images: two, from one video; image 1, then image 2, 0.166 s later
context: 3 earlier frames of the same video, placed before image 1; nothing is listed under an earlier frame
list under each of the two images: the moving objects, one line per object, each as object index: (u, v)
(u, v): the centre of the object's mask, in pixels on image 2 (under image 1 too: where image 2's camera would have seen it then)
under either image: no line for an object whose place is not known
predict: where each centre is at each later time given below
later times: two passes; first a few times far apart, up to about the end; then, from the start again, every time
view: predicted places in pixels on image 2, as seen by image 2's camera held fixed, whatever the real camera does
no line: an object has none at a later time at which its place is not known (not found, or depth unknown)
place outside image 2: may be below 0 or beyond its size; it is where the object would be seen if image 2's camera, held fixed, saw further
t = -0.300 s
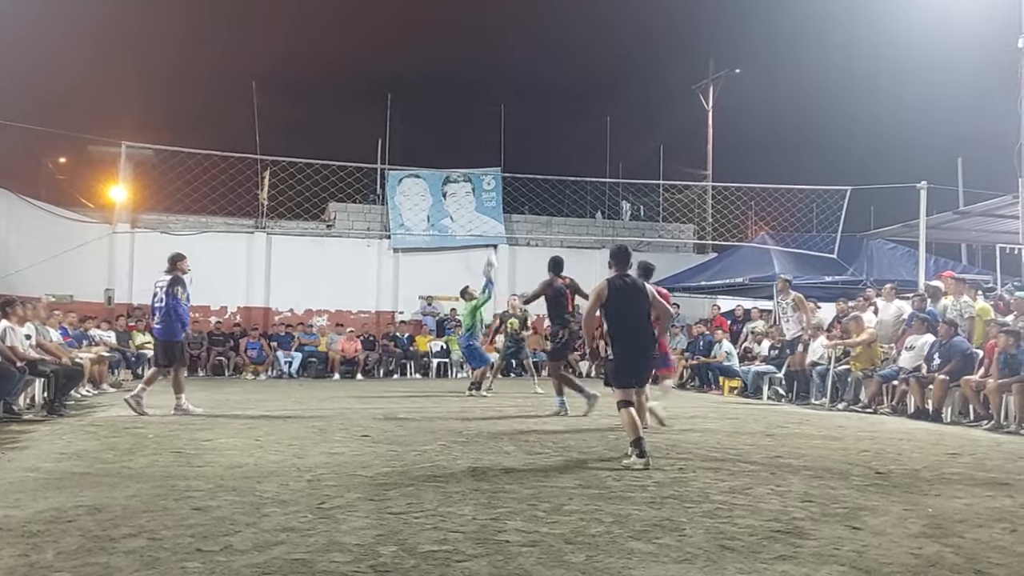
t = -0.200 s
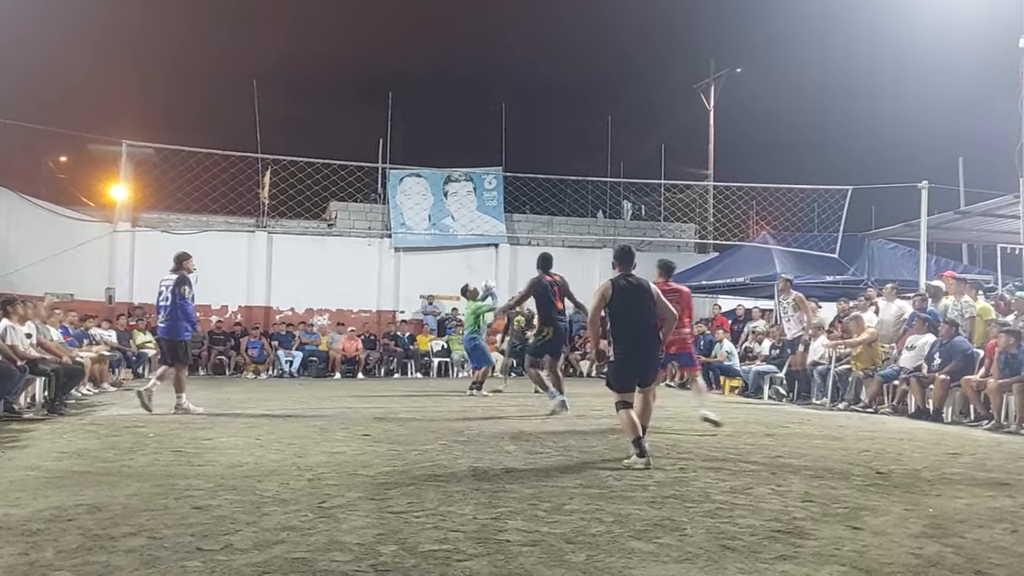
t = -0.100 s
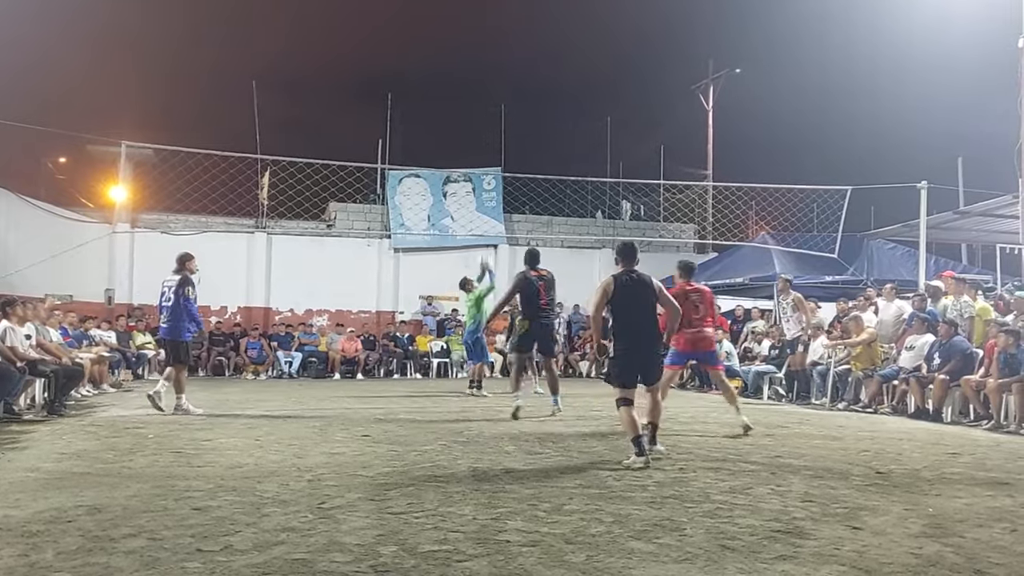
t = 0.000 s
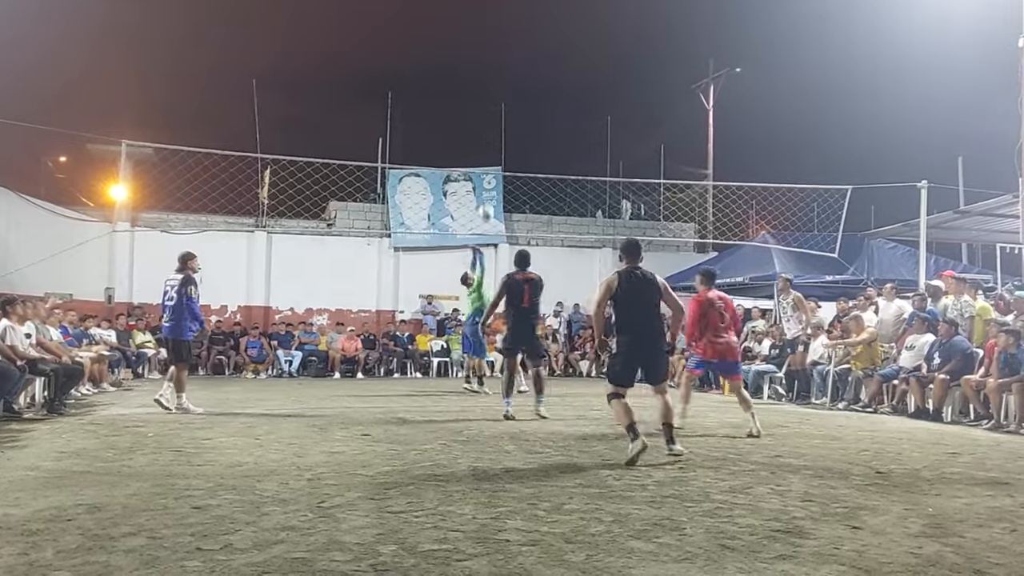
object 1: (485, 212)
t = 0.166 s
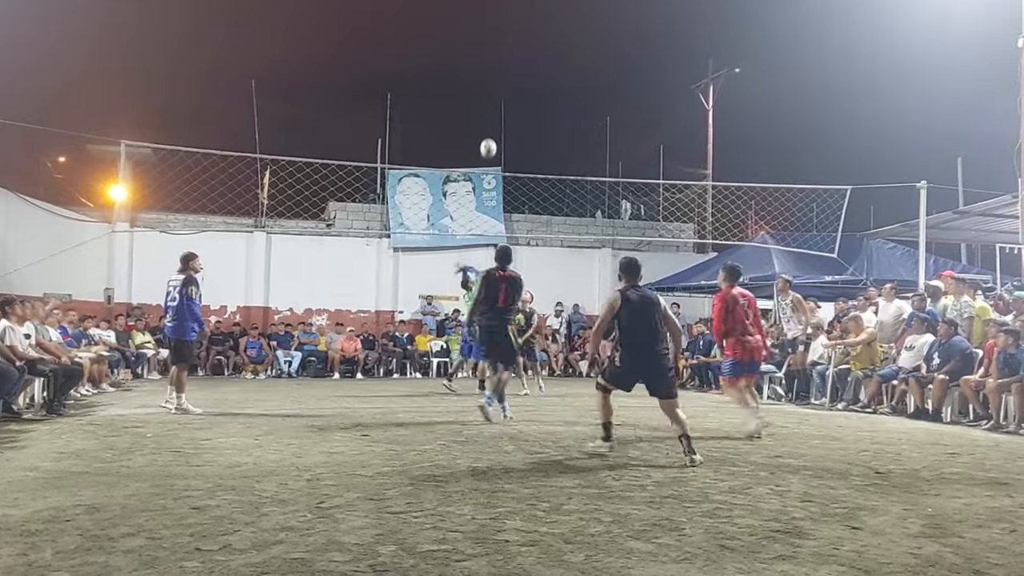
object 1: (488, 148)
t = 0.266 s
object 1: (489, 119)
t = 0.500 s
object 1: (492, 78)
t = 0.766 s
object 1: (495, 77)
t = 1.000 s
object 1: (496, 116)
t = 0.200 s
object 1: (488, 138)
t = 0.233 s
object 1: (489, 128)
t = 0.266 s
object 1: (489, 119)
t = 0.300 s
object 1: (490, 111)
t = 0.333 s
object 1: (490, 103)
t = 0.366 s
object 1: (490, 97)
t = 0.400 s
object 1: (491, 91)
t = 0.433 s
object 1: (491, 86)
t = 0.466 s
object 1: (492, 81)
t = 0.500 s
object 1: (492, 78)
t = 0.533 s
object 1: (492, 75)
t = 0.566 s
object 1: (493, 73)
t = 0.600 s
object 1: (493, 72)
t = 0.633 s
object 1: (493, 71)
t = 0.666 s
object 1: (494, 71)
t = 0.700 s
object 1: (494, 72)
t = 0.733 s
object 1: (494, 74)
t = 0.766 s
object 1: (495, 77)
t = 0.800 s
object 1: (495, 80)
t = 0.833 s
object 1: (495, 84)
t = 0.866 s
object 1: (495, 89)
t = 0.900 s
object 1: (496, 94)
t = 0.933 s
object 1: (496, 101)
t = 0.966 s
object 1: (496, 108)
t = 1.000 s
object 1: (496, 116)
